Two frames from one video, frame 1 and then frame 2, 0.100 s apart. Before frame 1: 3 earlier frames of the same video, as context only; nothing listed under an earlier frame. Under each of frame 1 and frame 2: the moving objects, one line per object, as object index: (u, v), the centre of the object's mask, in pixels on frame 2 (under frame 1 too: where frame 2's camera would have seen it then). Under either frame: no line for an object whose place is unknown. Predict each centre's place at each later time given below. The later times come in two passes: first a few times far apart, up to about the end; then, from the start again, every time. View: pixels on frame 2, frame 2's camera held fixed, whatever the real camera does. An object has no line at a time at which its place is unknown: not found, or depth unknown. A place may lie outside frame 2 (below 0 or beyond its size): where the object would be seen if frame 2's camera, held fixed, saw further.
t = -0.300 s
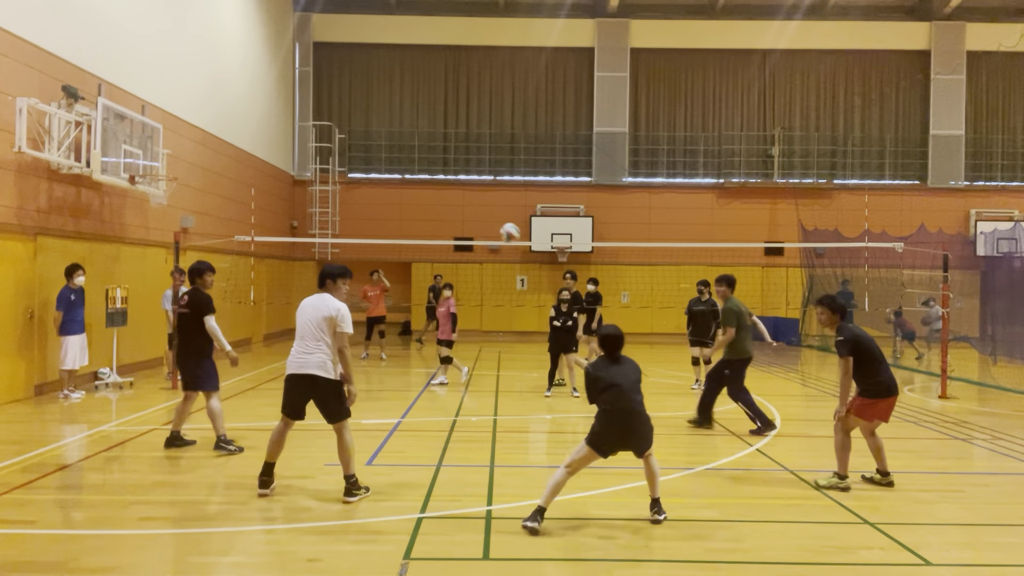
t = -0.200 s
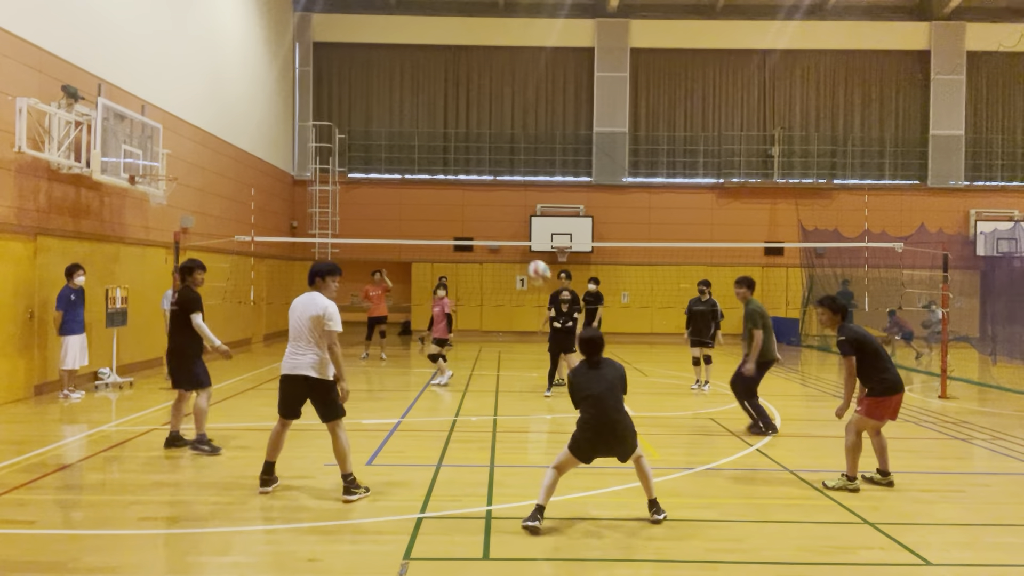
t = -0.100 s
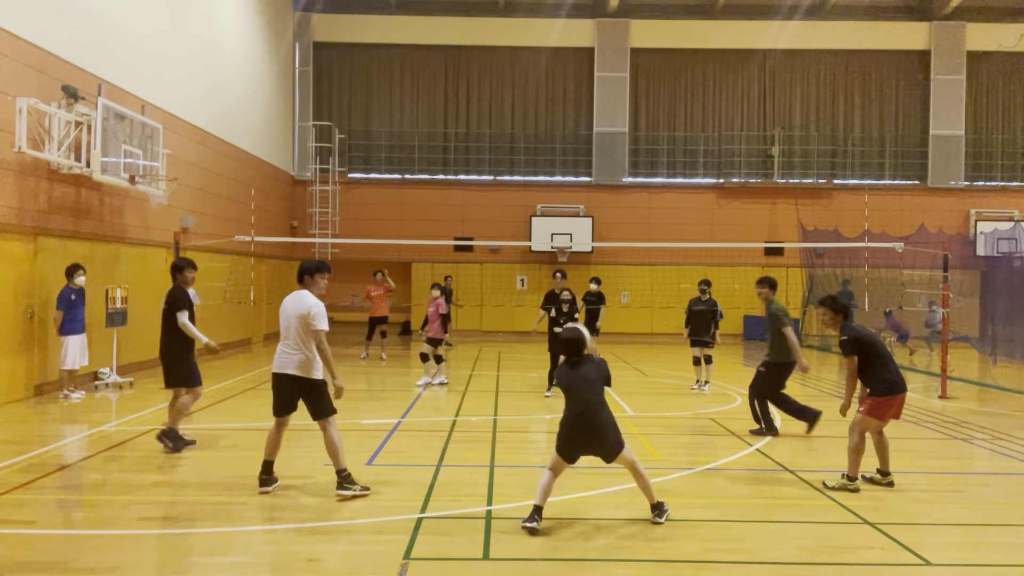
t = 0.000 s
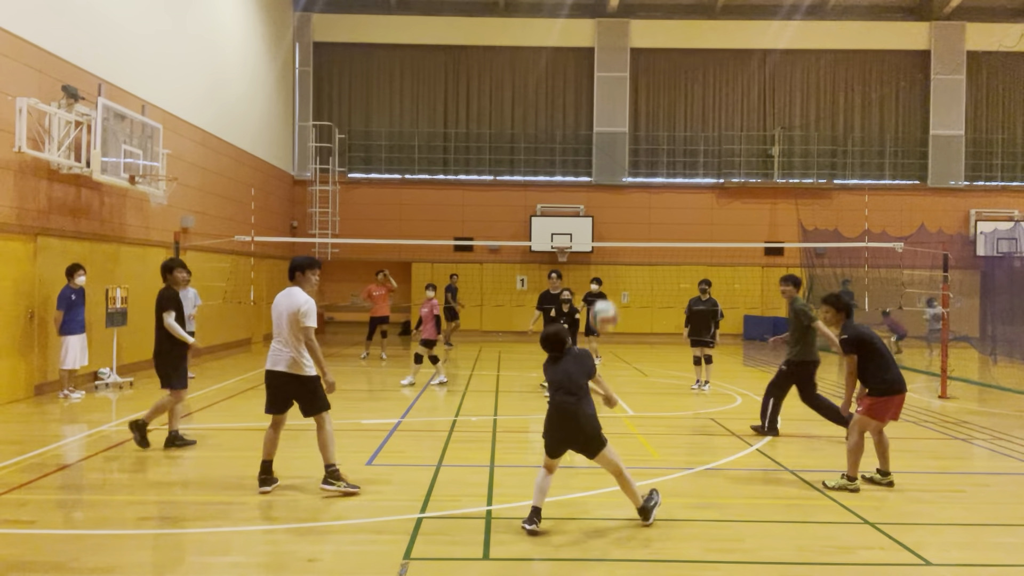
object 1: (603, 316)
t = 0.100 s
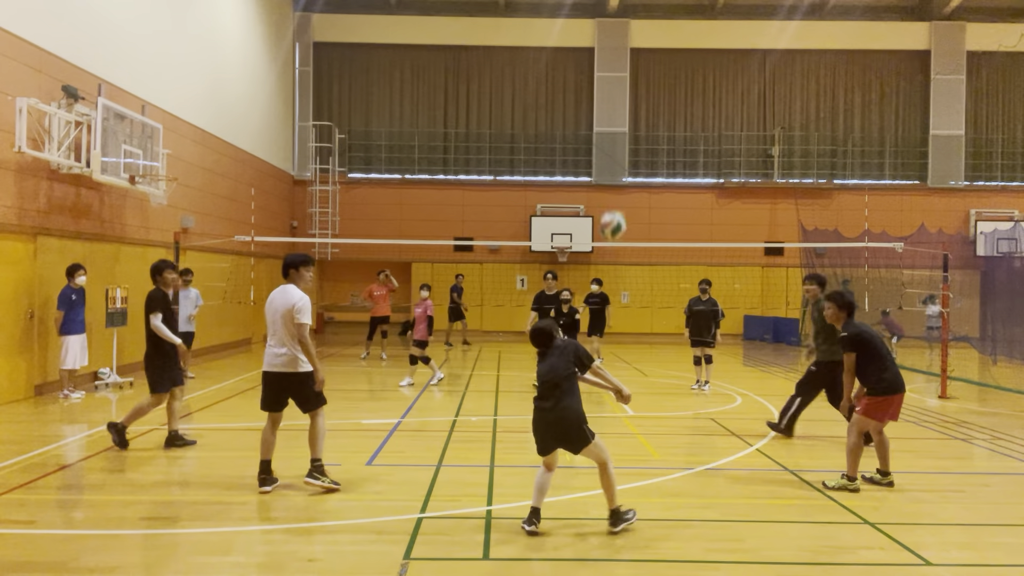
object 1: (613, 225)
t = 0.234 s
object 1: (623, 139)
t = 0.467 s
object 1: (638, 60)
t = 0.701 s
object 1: (649, 49)
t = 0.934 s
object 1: (657, 90)
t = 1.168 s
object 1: (663, 169)
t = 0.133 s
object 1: (616, 201)
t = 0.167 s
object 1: (618, 178)
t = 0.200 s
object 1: (621, 158)
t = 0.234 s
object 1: (623, 139)
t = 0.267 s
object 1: (625, 123)
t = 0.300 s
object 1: (628, 109)
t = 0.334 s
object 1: (630, 95)
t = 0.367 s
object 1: (633, 84)
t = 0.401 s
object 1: (635, 75)
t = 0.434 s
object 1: (637, 67)
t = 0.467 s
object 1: (638, 60)
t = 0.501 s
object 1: (640, 55)
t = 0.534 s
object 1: (642, 51)
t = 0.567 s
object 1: (643, 48)
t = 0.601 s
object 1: (645, 47)
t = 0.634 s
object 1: (646, 46)
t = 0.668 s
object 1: (648, 47)
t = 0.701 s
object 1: (649, 49)
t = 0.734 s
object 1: (650, 52)
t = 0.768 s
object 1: (652, 56)
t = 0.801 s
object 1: (653, 61)
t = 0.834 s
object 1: (654, 67)
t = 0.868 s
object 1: (655, 74)
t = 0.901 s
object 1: (657, 81)
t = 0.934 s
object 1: (657, 90)
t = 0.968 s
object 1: (658, 99)
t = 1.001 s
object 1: (659, 109)
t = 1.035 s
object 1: (660, 119)
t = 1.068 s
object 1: (661, 131)
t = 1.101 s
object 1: (662, 143)
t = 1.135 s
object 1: (662, 156)
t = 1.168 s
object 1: (663, 169)
